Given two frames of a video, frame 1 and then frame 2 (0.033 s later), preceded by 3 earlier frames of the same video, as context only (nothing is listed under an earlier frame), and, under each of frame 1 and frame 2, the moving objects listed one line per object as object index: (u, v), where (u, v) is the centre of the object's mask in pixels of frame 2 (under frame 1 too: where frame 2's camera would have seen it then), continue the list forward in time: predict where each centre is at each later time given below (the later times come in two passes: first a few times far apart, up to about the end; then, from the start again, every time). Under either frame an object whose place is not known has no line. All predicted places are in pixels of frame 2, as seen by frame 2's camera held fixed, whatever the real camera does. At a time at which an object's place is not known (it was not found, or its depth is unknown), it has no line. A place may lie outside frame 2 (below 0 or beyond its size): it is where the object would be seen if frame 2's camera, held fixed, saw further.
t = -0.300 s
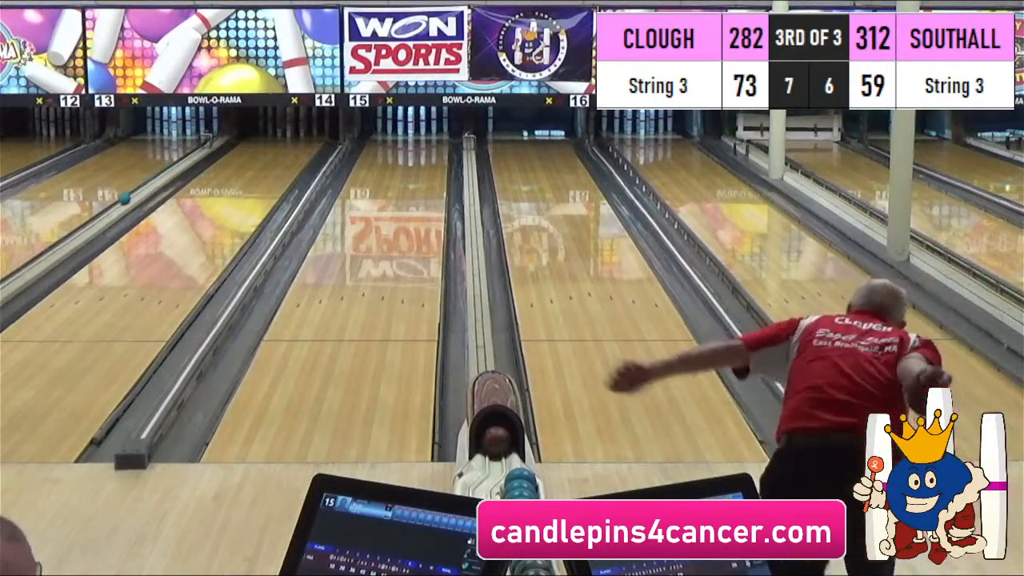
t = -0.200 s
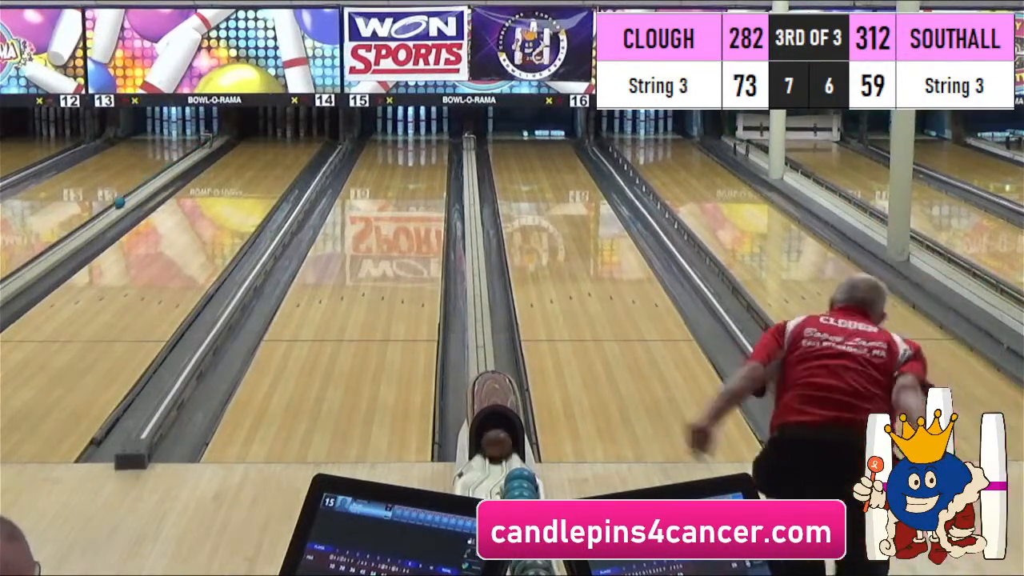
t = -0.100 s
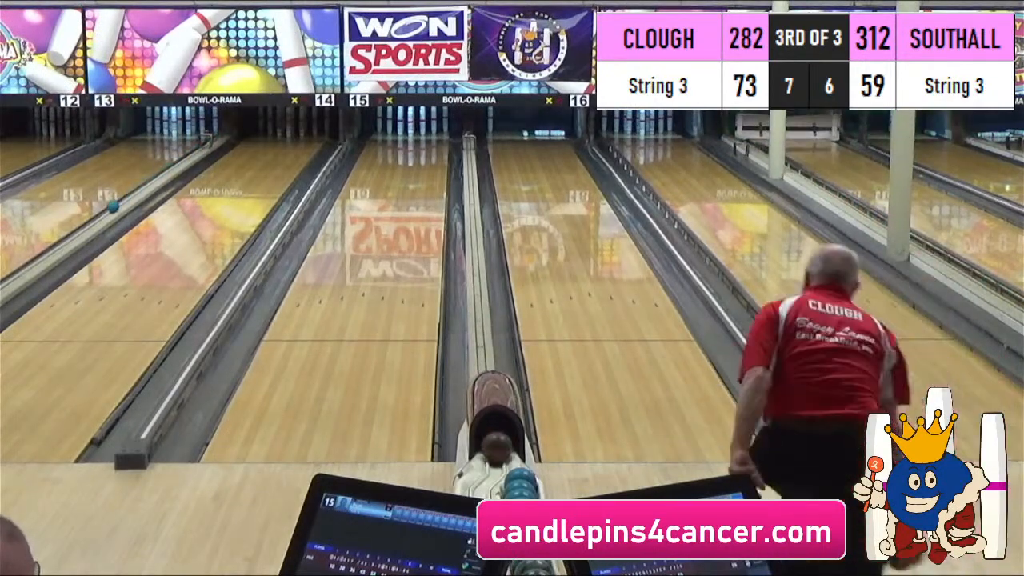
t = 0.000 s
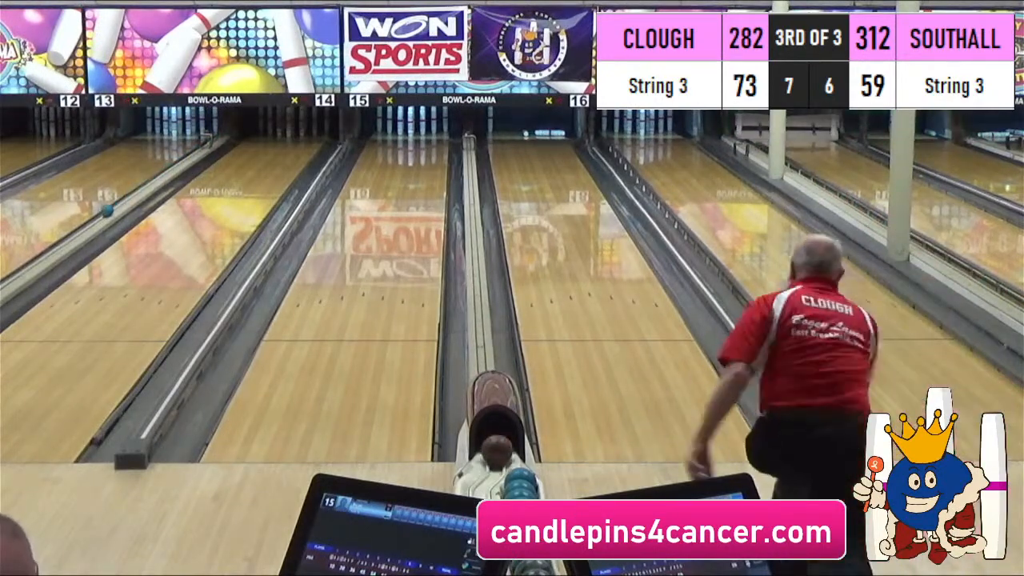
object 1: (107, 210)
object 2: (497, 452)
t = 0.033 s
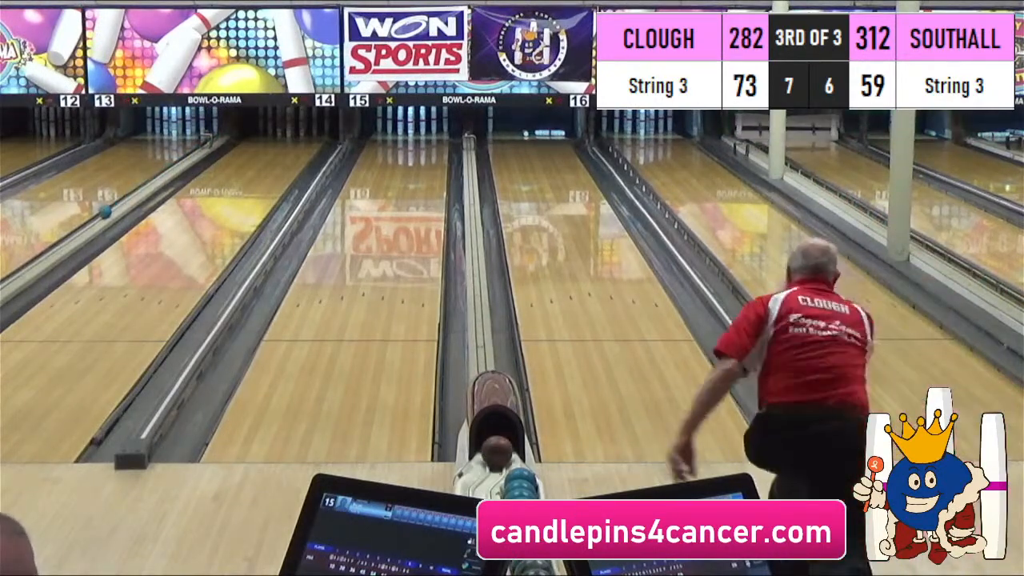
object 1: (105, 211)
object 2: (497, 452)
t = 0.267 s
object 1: (90, 222)
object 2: (495, 459)
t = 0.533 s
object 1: (72, 235)
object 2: (486, 469)
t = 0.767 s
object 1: (54, 246)
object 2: (480, 477)
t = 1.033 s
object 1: (32, 261)
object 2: (480, 486)
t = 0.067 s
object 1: (103, 212)
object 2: (497, 454)
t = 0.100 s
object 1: (101, 214)
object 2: (496, 455)
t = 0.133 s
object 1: (98, 215)
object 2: (496, 456)
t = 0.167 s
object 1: (96, 217)
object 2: (496, 456)
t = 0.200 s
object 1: (95, 218)
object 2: (496, 458)
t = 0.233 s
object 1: (92, 220)
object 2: (496, 458)
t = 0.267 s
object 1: (90, 222)
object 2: (495, 459)
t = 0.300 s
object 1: (87, 224)
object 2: (494, 460)
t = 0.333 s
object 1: (85, 225)
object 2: (494, 462)
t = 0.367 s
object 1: (84, 227)
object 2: (493, 462)
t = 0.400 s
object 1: (81, 228)
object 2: (492, 464)
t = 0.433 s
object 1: (79, 230)
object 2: (490, 465)
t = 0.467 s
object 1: (77, 231)
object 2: (489, 466)
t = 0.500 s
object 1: (74, 233)
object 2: (487, 468)
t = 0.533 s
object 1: (72, 235)
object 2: (486, 469)
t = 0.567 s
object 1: (69, 236)
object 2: (484, 470)
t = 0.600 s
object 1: (67, 238)
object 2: (483, 472)
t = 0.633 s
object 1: (64, 239)
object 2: (482, 473)
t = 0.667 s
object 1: (62, 241)
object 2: (481, 474)
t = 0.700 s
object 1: (59, 243)
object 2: (480, 475)
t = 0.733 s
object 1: (57, 245)
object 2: (480, 476)
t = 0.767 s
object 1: (54, 246)
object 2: (480, 477)
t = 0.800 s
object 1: (51, 248)
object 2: (479, 478)
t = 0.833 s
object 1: (49, 250)
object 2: (479, 481)
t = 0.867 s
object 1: (46, 252)
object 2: (479, 482)
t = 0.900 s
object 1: (43, 254)
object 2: (479, 483)
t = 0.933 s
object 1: (40, 255)
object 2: (480, 484)
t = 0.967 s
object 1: (38, 257)
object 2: (480, 485)
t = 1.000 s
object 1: (34, 260)
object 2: (480, 486)
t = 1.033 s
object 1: (32, 261)
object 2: (480, 486)
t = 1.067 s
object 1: (29, 263)
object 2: (480, 487)
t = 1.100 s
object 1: (26, 265)
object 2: (480, 488)
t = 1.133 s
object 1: (23, 267)
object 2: (480, 489)
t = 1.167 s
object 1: (20, 269)
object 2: (481, 489)
